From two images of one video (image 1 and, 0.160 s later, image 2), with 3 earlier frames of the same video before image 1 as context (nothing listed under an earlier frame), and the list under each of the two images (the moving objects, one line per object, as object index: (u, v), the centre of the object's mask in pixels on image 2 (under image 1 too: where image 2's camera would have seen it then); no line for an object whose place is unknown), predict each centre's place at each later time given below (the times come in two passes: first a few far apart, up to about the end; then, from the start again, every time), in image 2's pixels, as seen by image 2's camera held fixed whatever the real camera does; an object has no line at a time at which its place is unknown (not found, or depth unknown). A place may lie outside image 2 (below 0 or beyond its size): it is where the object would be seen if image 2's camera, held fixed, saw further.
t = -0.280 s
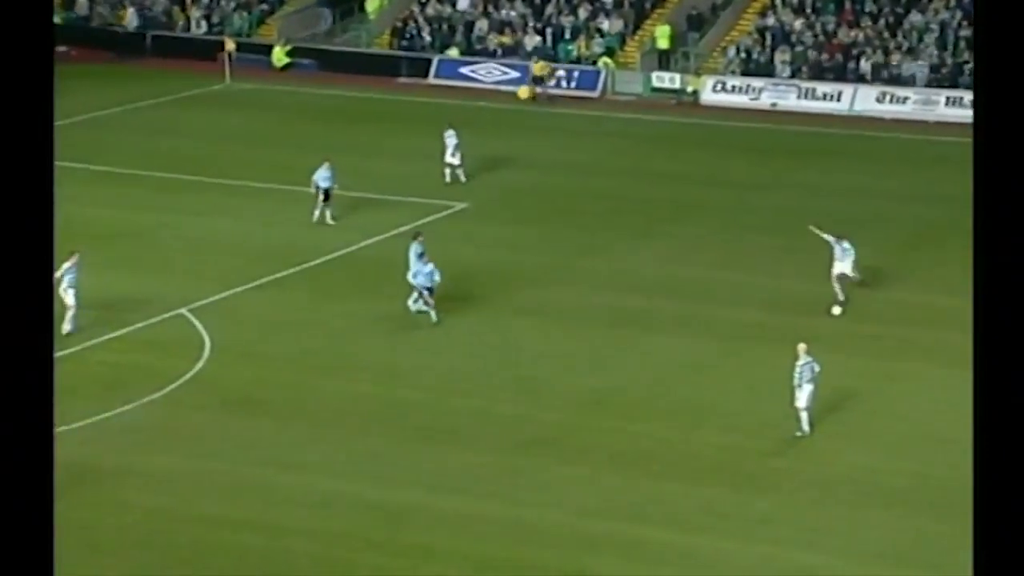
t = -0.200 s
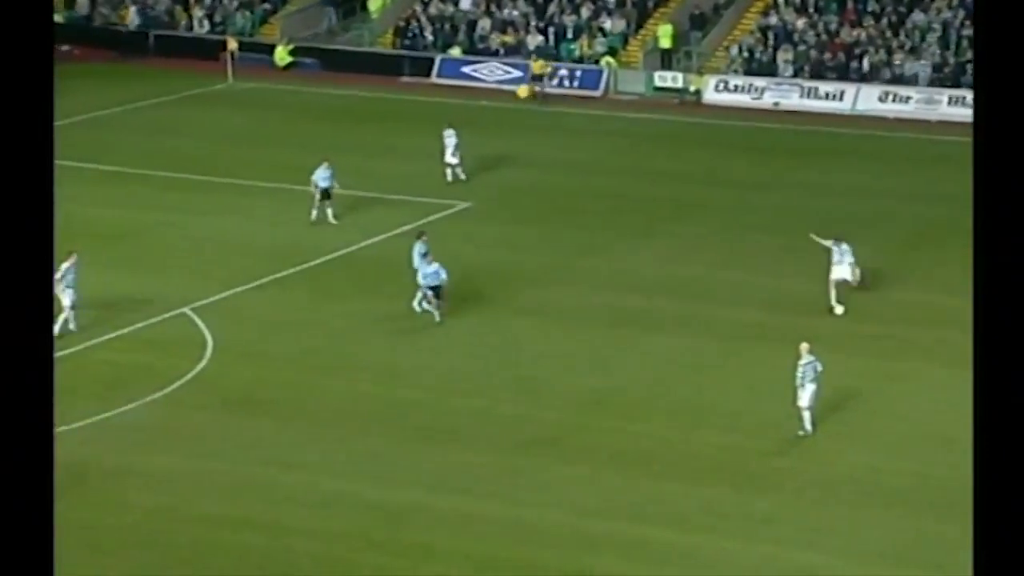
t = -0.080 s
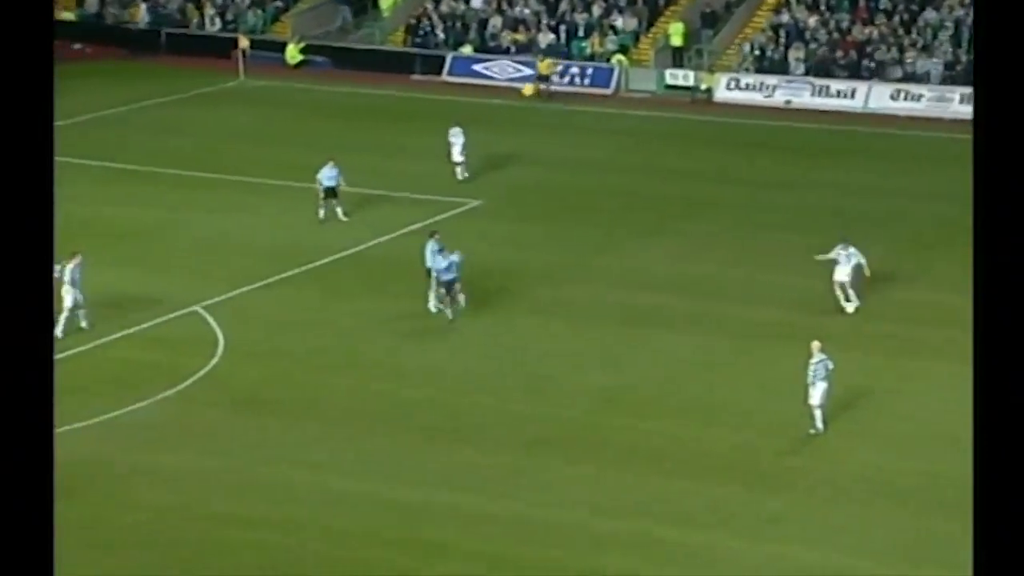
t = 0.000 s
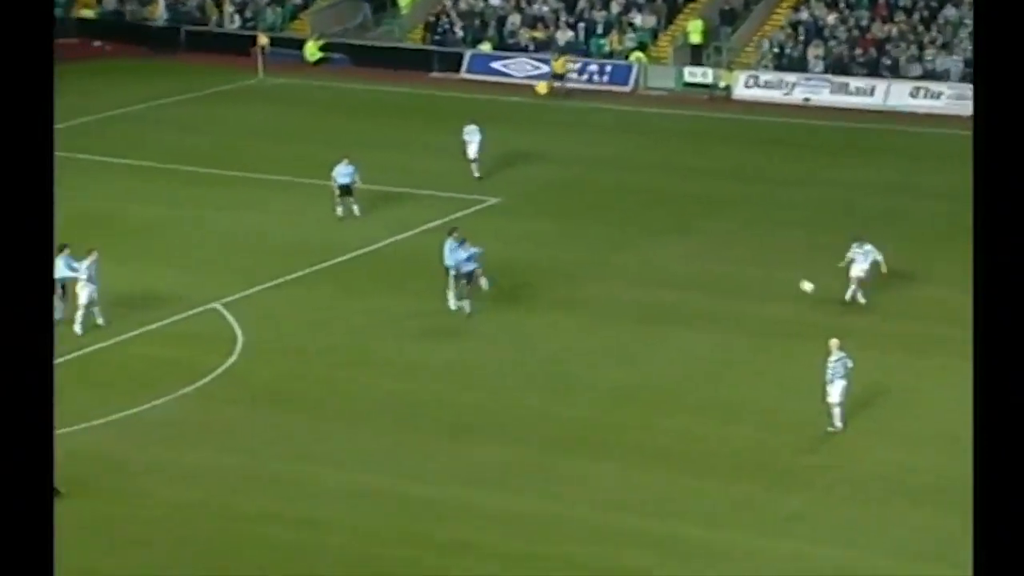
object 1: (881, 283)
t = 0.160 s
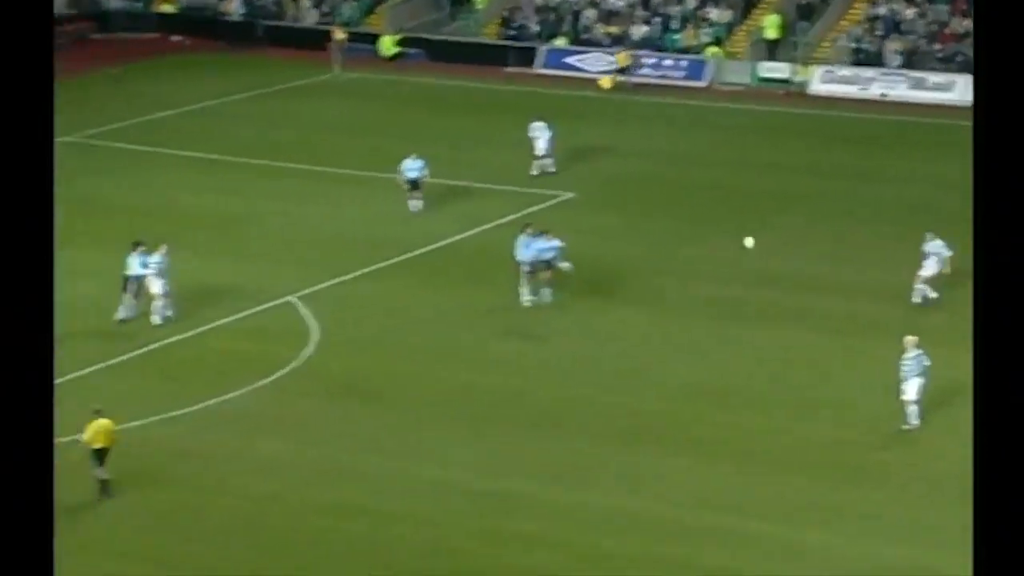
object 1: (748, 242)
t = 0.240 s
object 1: (684, 223)
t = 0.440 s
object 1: (525, 183)
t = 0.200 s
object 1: (716, 233)
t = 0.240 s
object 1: (684, 223)
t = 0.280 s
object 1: (651, 214)
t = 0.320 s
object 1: (619, 206)
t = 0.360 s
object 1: (588, 198)
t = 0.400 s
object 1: (556, 190)
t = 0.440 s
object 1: (525, 183)
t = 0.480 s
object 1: (493, 176)
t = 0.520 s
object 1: (462, 169)
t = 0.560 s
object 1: (431, 163)
